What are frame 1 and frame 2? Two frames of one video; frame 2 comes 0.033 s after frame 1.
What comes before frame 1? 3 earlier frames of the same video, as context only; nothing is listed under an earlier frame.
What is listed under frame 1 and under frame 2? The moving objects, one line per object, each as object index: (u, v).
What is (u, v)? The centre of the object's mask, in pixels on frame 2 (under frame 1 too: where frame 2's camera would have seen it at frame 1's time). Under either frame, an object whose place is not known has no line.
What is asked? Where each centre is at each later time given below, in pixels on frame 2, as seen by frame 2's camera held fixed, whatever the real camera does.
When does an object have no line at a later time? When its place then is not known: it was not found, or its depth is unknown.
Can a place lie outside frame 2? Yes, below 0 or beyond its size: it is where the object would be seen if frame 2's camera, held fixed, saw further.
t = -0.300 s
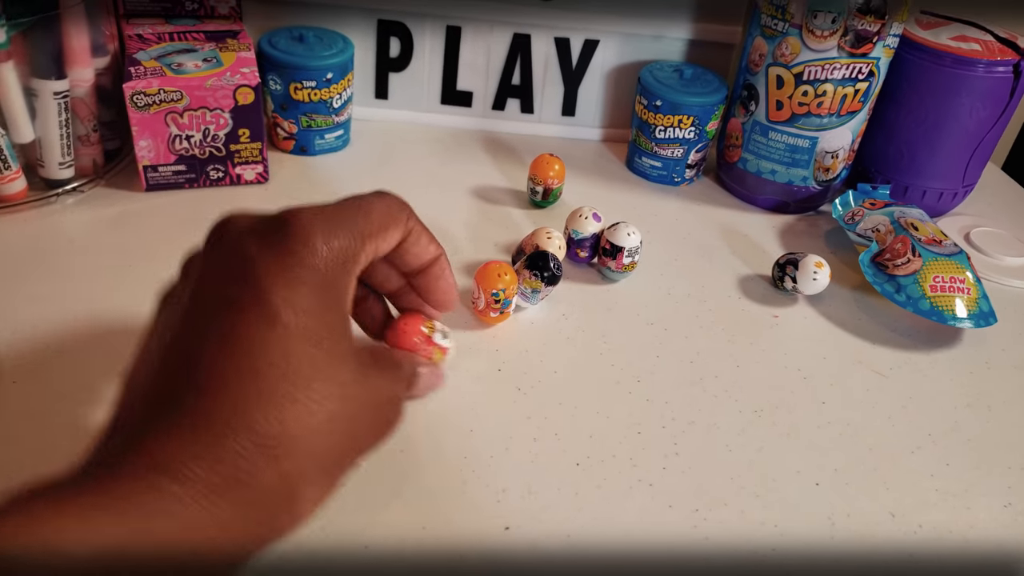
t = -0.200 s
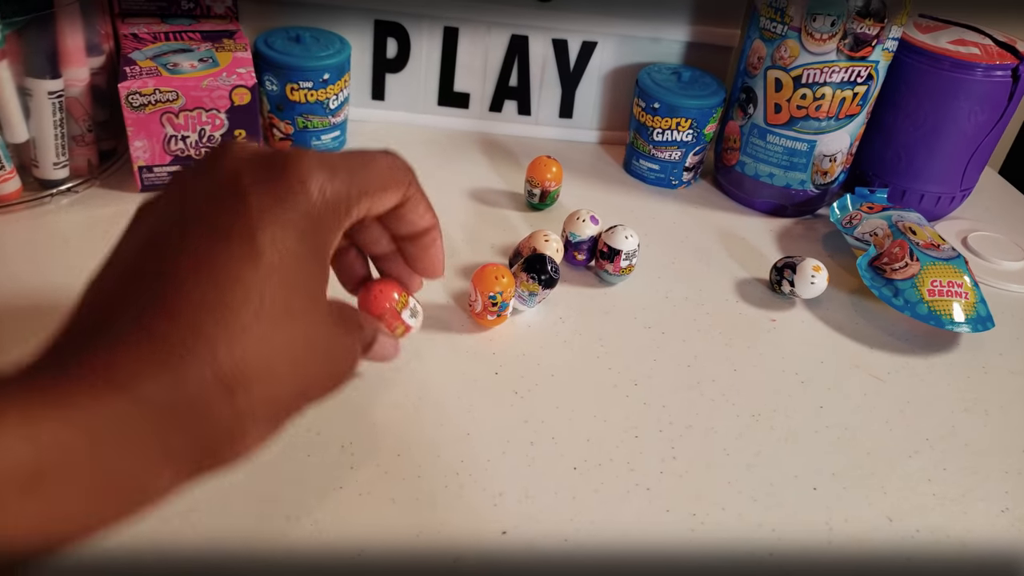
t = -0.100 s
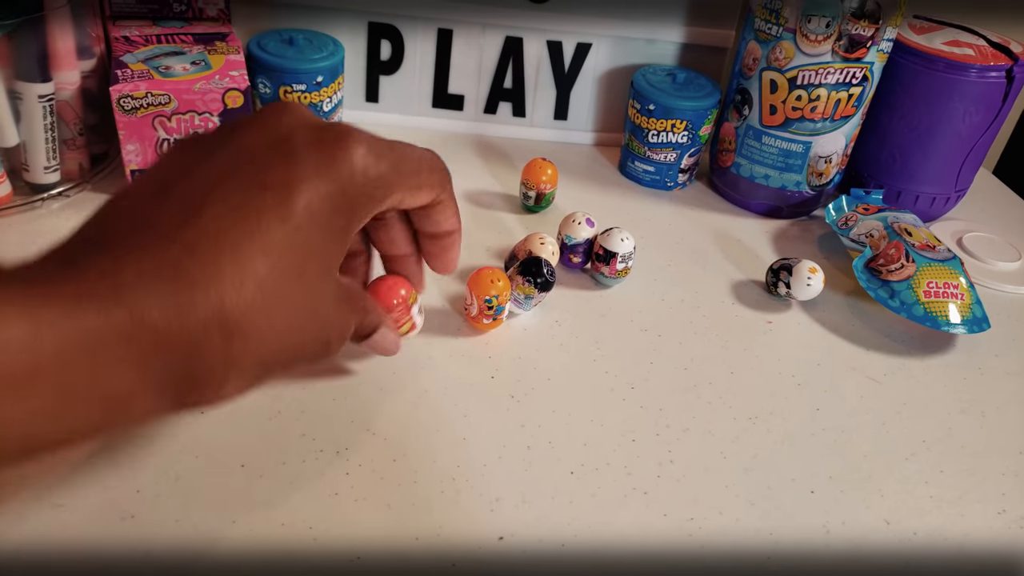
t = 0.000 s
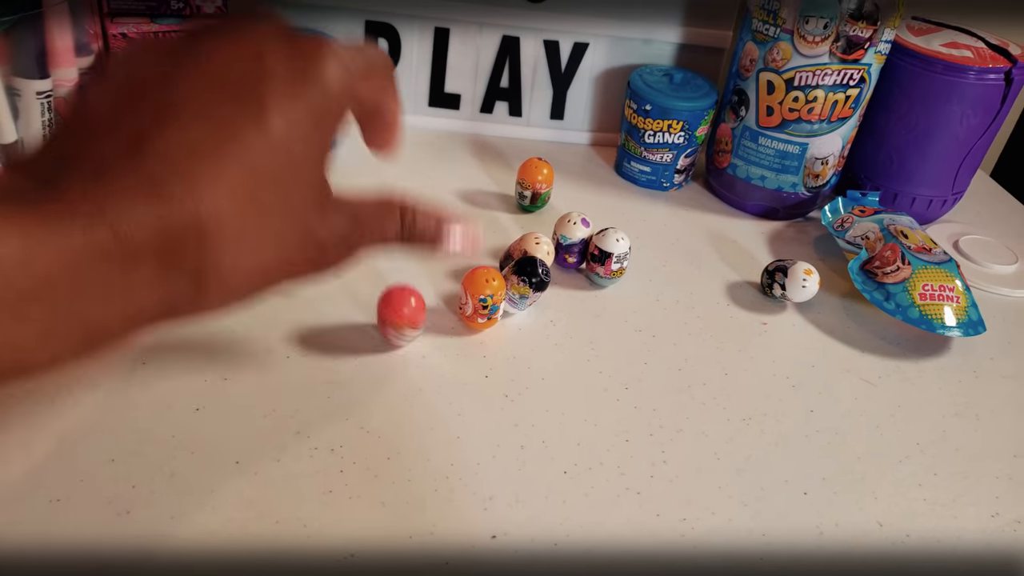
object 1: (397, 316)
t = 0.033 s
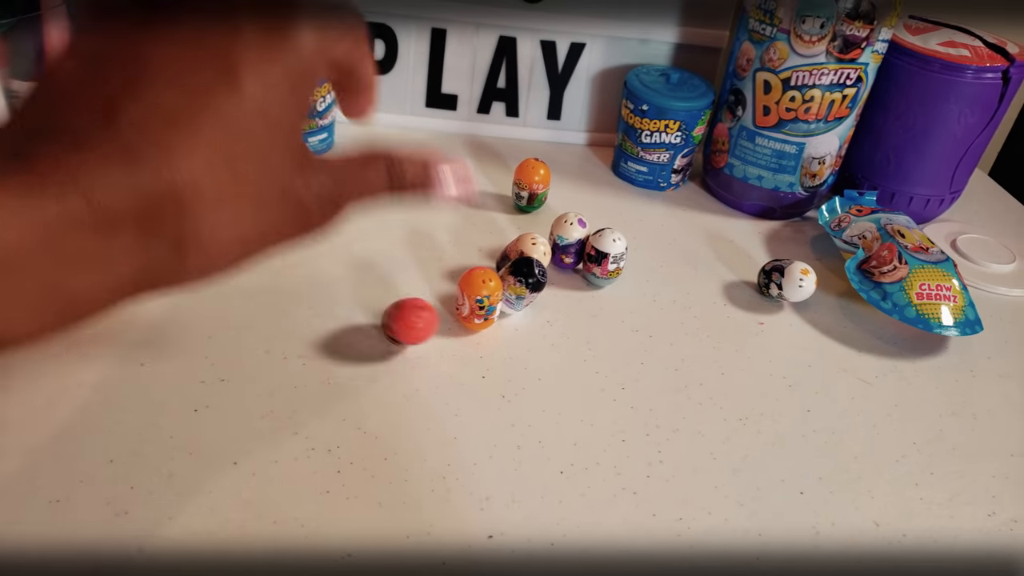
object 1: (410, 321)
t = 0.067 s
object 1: (418, 320)
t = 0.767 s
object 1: (388, 378)
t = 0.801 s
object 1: (373, 385)
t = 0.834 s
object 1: (368, 400)
